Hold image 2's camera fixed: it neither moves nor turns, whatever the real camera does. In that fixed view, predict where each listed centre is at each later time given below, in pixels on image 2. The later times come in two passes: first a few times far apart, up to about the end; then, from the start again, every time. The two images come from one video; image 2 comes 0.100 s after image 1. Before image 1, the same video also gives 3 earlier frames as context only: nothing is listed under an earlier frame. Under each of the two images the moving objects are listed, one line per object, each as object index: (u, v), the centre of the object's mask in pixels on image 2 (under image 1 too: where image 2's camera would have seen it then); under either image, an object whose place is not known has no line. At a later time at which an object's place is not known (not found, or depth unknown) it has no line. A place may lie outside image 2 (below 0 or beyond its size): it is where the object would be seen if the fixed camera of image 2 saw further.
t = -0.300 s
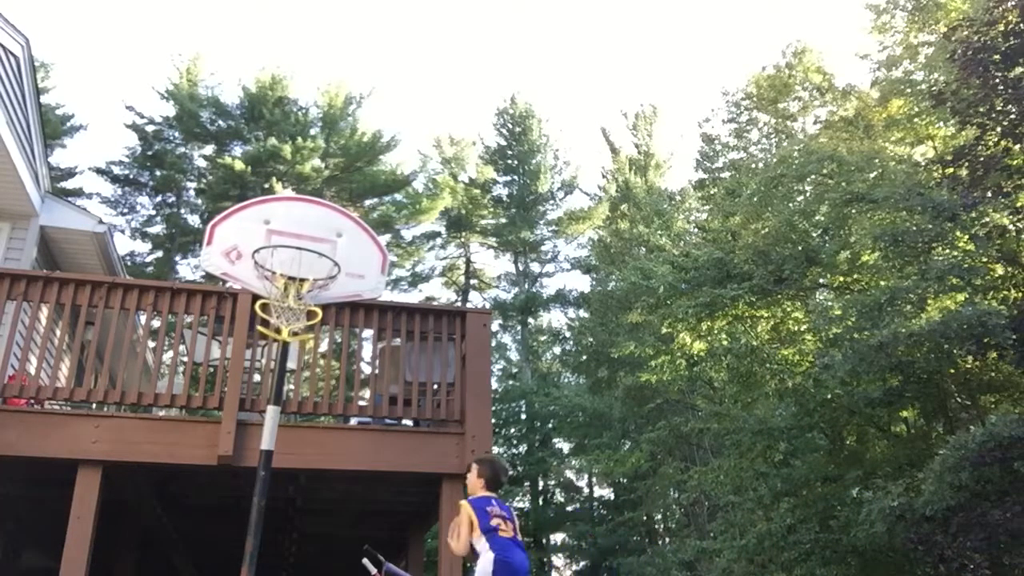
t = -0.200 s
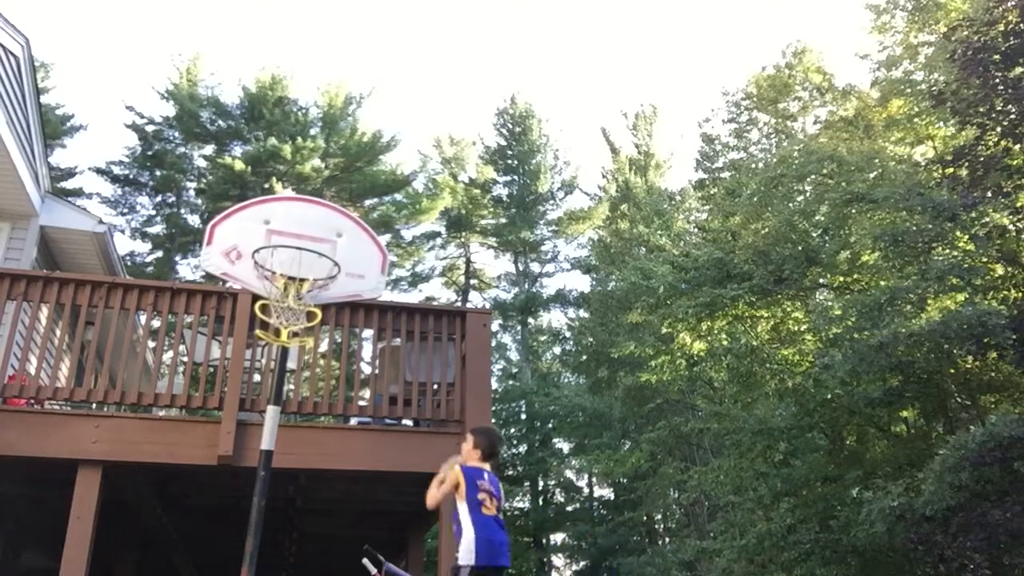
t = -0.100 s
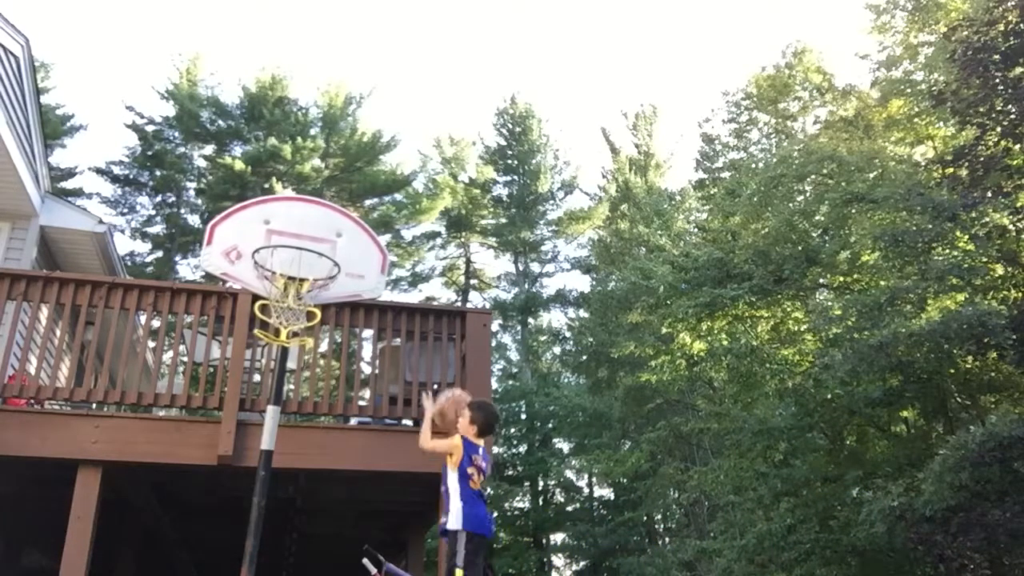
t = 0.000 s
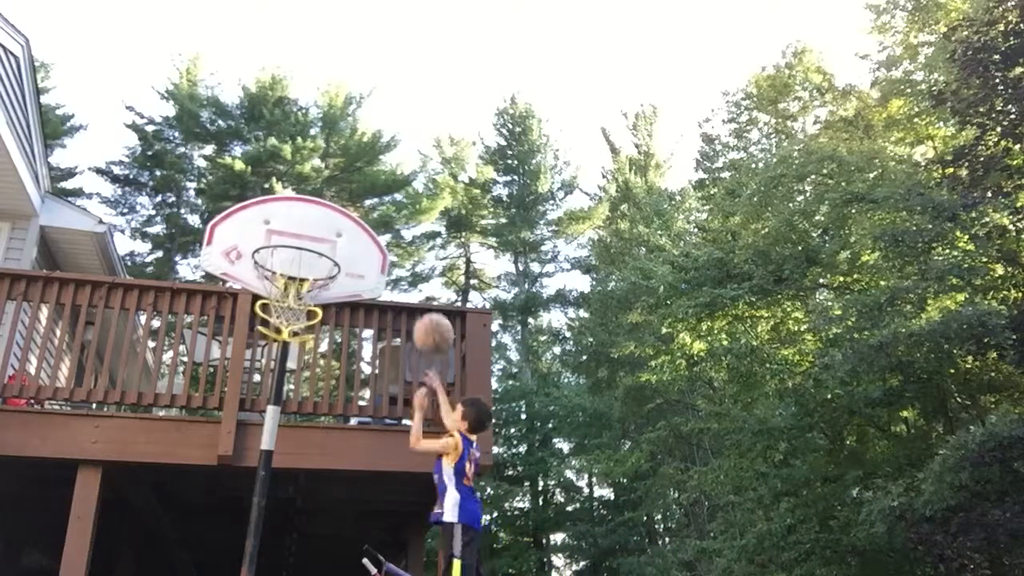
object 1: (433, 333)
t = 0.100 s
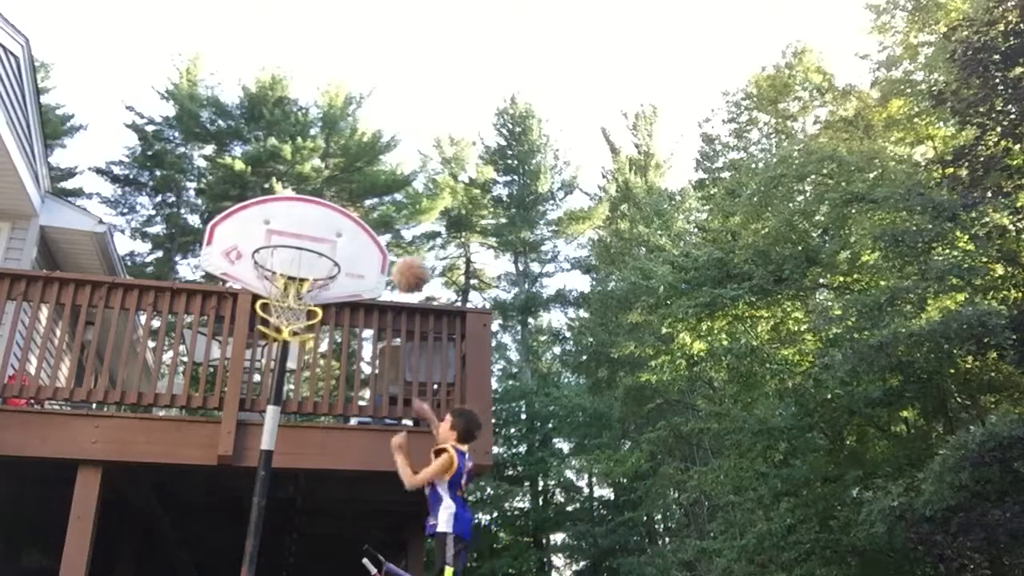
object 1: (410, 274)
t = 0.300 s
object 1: (368, 205)
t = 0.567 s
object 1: (322, 190)
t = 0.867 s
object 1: (282, 237)
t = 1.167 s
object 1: (333, 208)
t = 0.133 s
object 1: (403, 258)
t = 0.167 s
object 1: (396, 244)
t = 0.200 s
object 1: (389, 232)
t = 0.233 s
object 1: (382, 222)
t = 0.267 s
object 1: (376, 213)
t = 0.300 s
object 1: (368, 205)
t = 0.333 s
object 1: (362, 200)
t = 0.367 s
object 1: (355, 196)
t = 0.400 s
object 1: (348, 193)
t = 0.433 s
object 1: (343, 190)
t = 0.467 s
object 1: (338, 188)
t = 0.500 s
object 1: (332, 188)
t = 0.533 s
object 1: (327, 188)
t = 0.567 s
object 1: (322, 190)
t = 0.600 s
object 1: (315, 192)
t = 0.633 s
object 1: (309, 197)
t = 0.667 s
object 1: (302, 204)
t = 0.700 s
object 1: (296, 212)
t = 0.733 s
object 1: (290, 224)
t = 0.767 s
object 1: (283, 234)
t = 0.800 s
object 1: (275, 248)
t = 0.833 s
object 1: (275, 248)
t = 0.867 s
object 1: (282, 237)
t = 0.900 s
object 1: (287, 229)
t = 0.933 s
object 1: (293, 219)
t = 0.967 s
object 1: (300, 213)
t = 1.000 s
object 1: (305, 208)
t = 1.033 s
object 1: (311, 204)
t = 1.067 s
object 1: (316, 203)
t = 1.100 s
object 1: (322, 203)
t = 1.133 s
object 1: (328, 205)
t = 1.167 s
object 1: (333, 208)
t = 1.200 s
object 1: (339, 214)
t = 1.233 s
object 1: (345, 222)
